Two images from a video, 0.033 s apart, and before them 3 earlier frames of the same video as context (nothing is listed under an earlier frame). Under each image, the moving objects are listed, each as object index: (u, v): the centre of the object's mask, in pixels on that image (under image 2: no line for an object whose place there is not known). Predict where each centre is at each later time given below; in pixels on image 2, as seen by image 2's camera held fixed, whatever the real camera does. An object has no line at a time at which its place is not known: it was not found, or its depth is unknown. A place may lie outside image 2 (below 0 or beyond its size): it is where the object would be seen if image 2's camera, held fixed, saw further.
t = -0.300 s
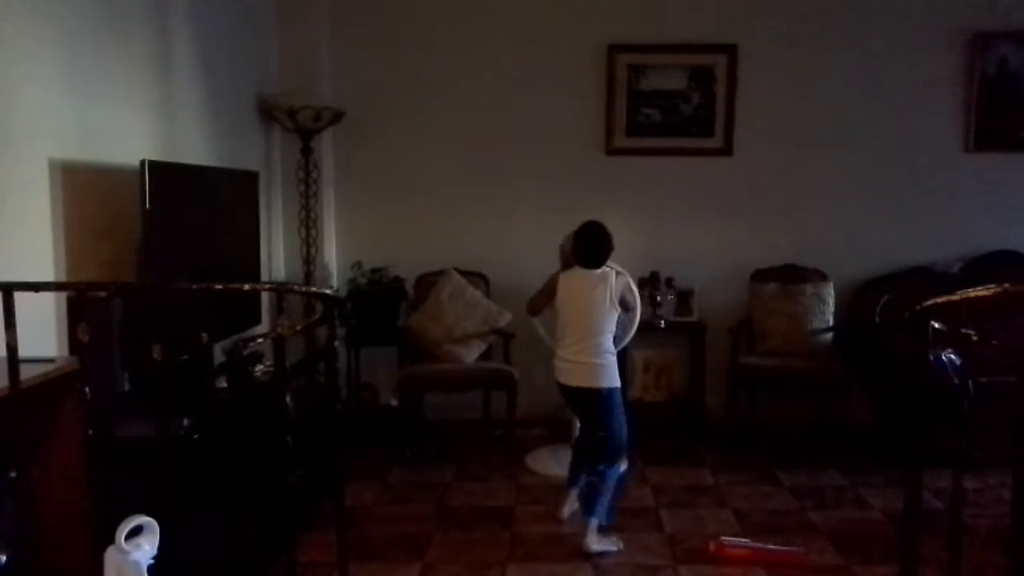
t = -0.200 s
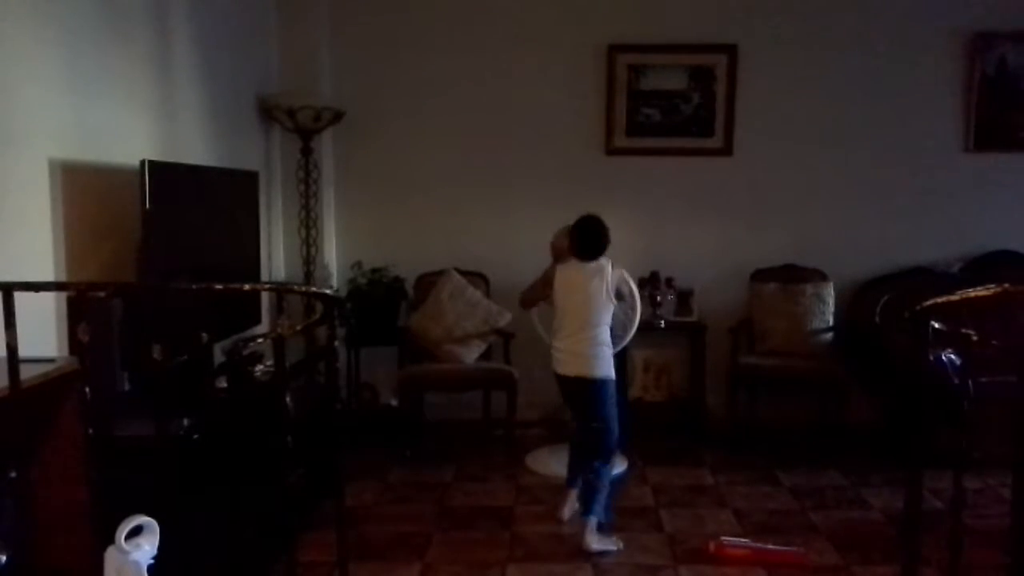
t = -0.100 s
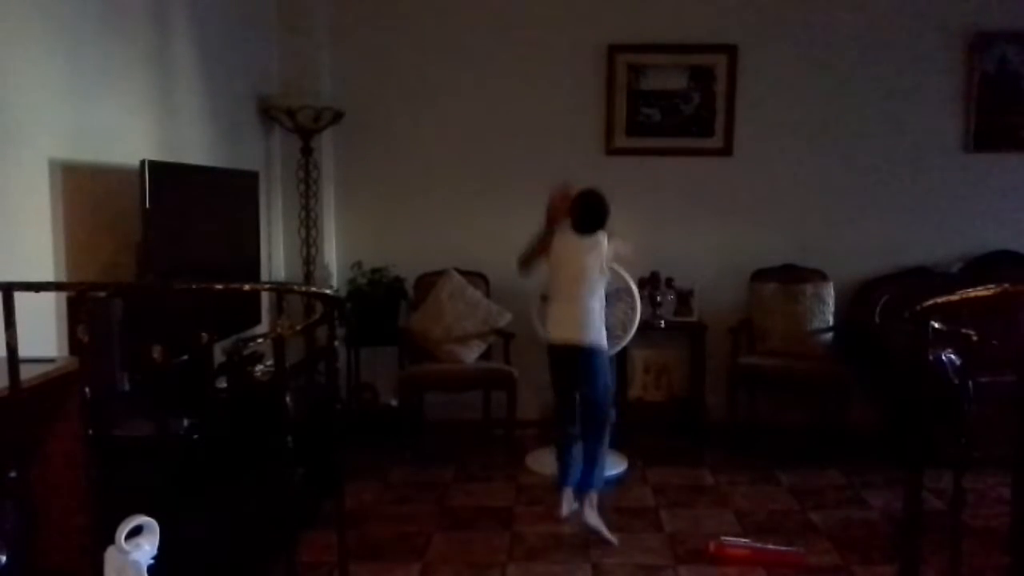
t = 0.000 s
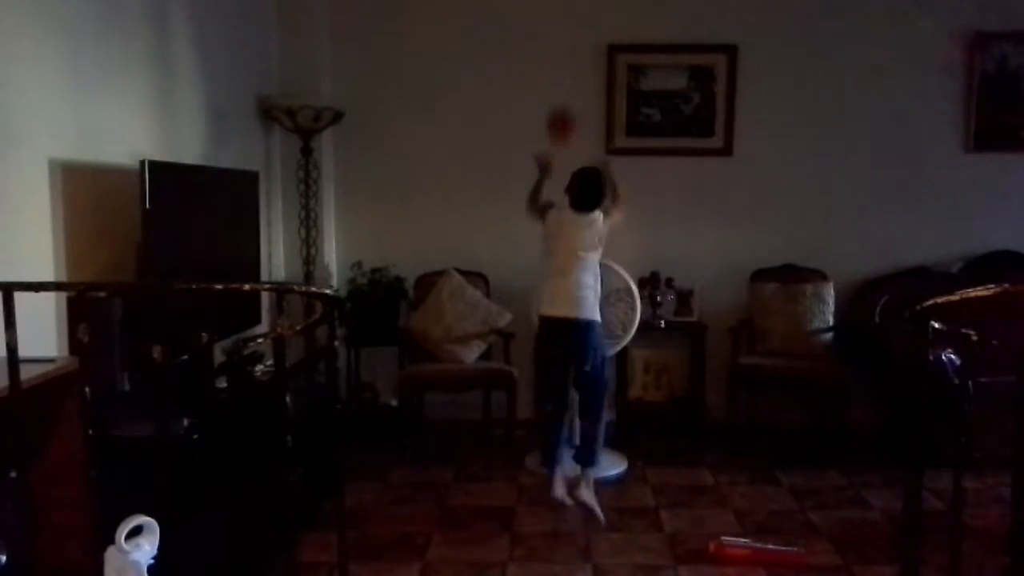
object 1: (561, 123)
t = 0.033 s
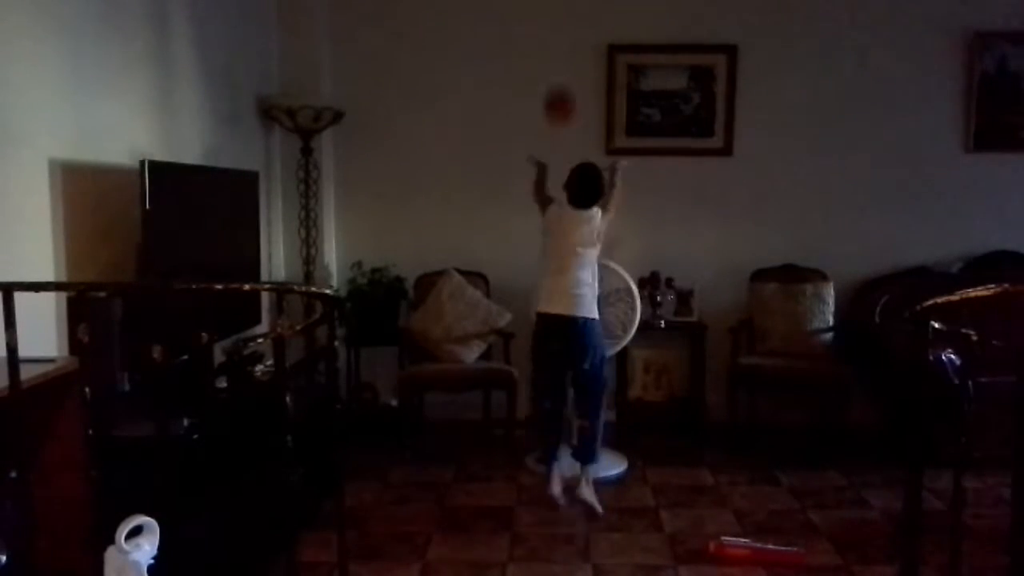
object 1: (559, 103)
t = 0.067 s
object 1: (559, 88)
